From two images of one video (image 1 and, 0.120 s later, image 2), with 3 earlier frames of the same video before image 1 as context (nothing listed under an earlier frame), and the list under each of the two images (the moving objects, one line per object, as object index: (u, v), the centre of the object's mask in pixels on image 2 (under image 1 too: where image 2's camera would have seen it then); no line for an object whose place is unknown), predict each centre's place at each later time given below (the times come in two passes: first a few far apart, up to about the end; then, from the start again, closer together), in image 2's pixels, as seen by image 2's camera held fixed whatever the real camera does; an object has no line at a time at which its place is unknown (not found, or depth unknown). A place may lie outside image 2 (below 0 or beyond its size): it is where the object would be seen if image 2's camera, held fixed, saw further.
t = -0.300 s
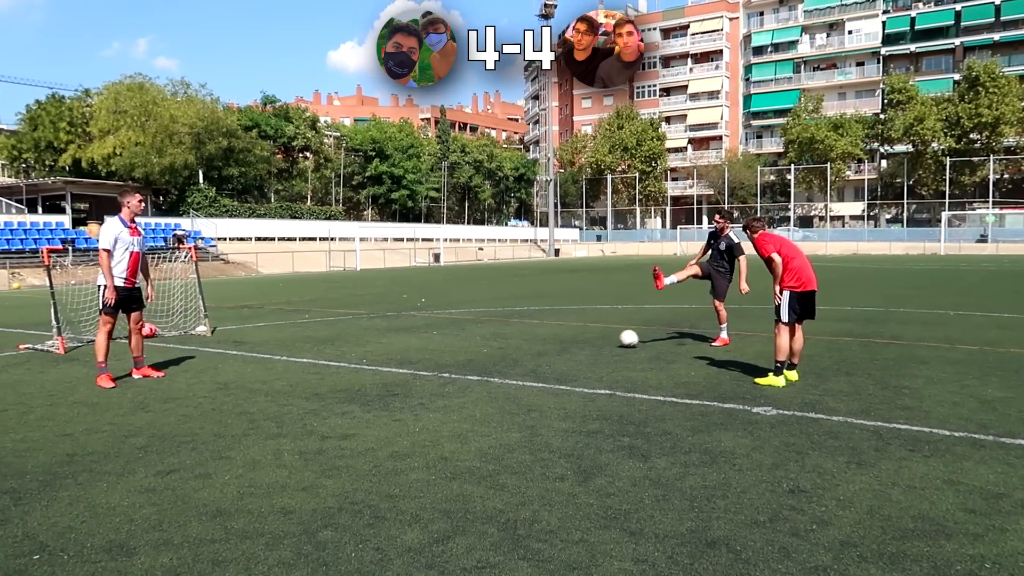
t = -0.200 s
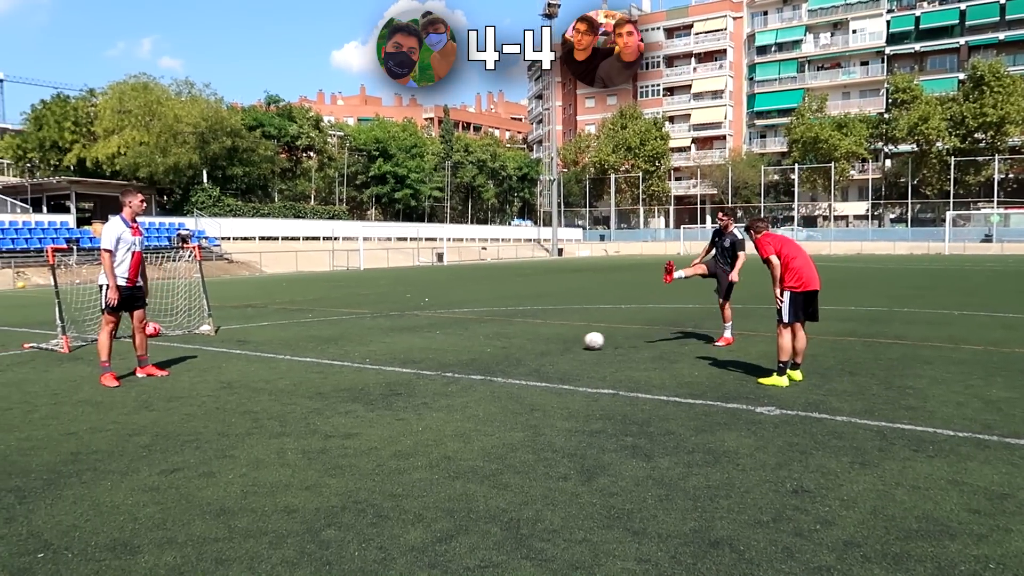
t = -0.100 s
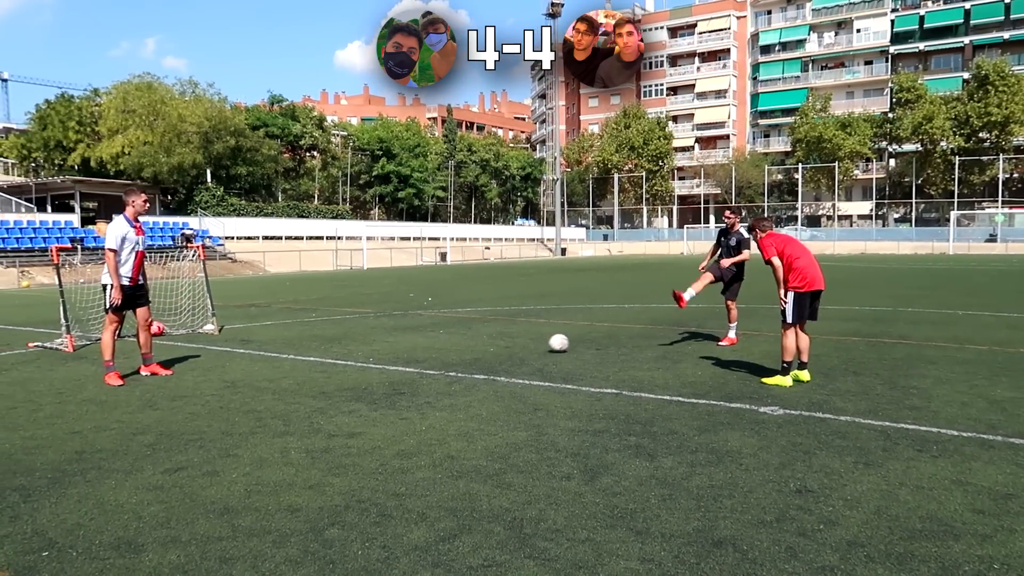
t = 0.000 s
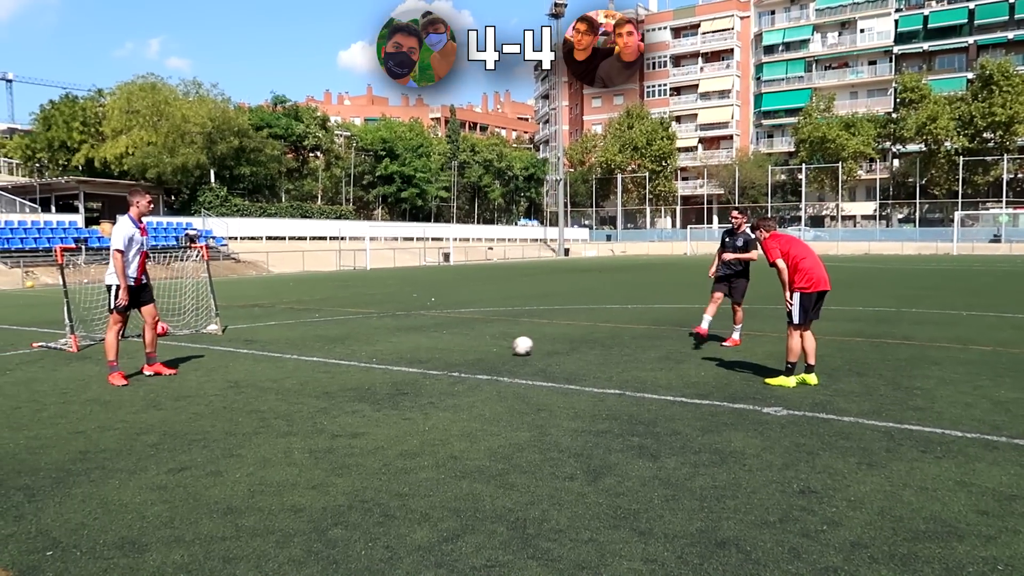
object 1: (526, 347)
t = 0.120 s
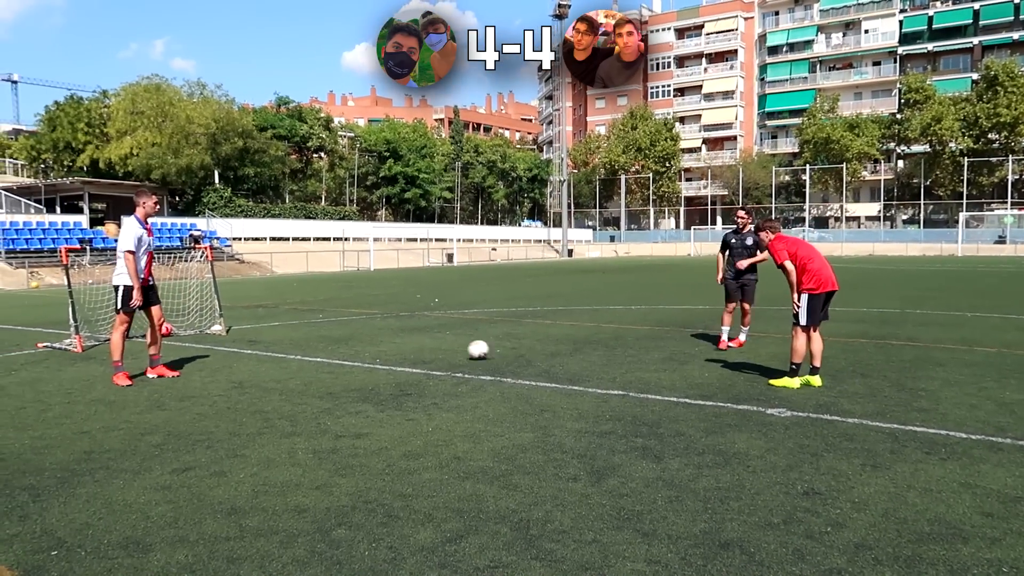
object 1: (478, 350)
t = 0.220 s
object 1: (437, 353)
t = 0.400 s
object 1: (362, 356)
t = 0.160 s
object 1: (462, 351)
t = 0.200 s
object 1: (445, 352)
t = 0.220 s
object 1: (437, 353)
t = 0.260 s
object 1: (421, 354)
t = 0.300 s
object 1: (404, 355)
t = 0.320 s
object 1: (395, 355)
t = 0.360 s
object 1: (378, 357)
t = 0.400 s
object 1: (362, 356)
